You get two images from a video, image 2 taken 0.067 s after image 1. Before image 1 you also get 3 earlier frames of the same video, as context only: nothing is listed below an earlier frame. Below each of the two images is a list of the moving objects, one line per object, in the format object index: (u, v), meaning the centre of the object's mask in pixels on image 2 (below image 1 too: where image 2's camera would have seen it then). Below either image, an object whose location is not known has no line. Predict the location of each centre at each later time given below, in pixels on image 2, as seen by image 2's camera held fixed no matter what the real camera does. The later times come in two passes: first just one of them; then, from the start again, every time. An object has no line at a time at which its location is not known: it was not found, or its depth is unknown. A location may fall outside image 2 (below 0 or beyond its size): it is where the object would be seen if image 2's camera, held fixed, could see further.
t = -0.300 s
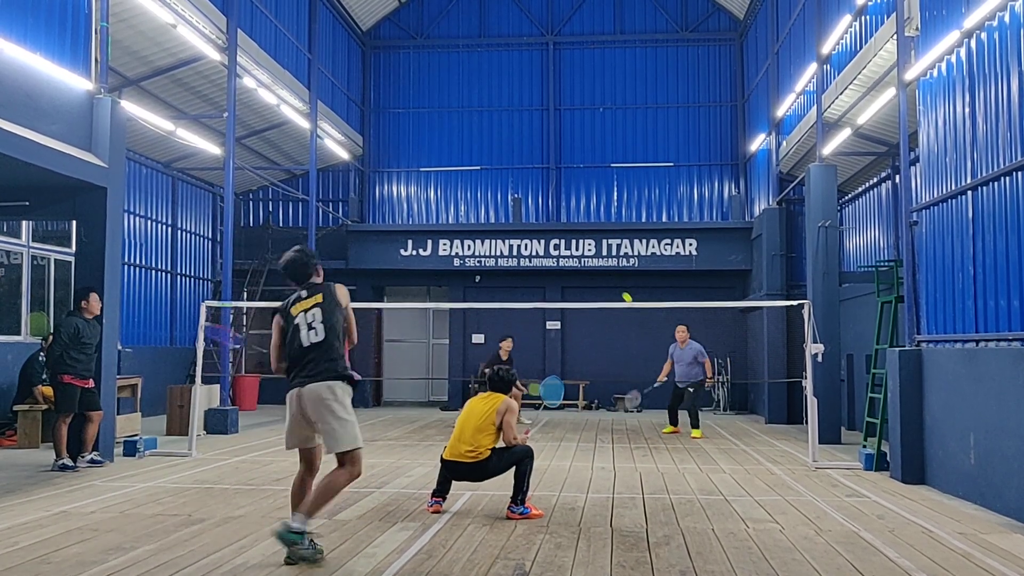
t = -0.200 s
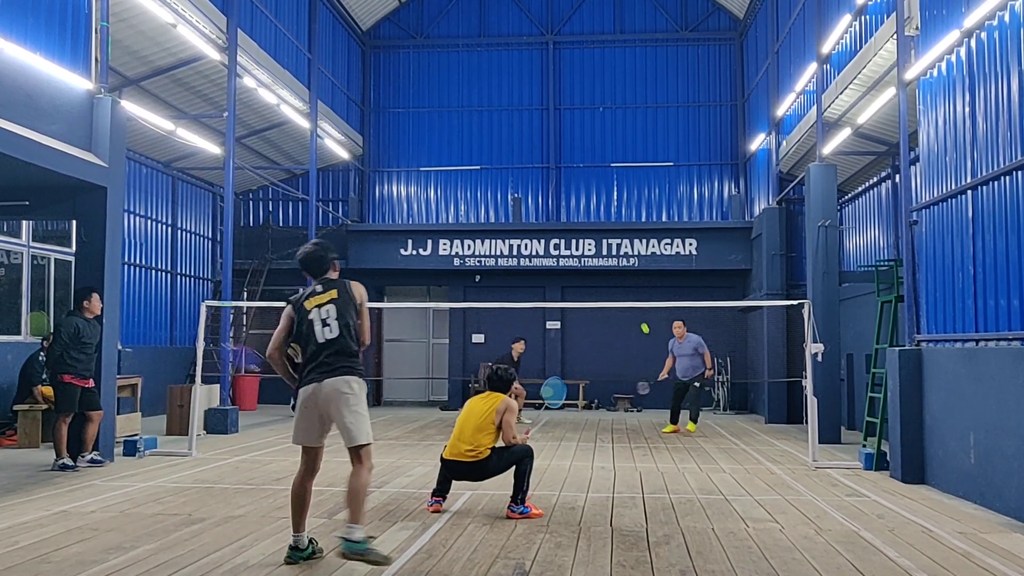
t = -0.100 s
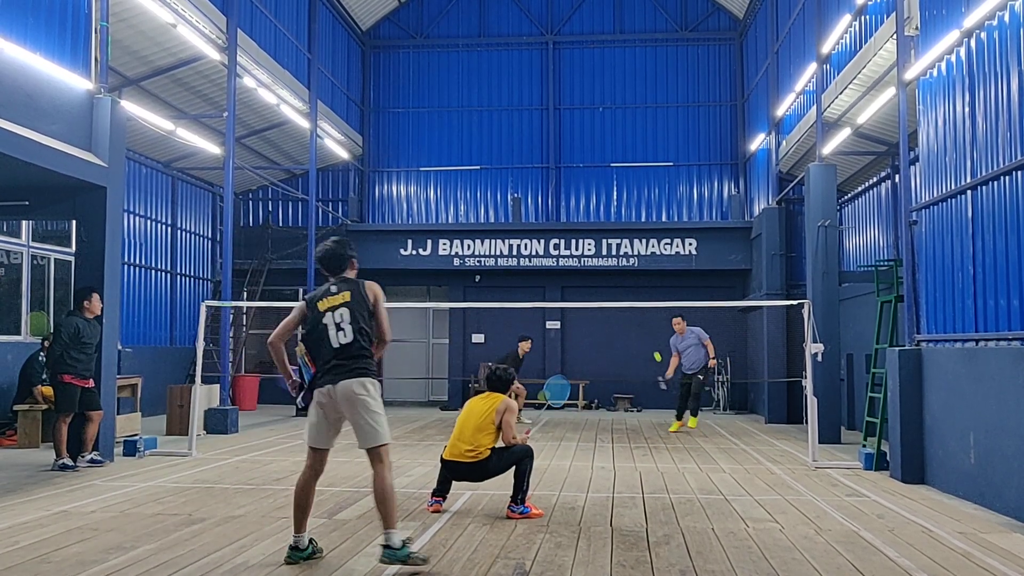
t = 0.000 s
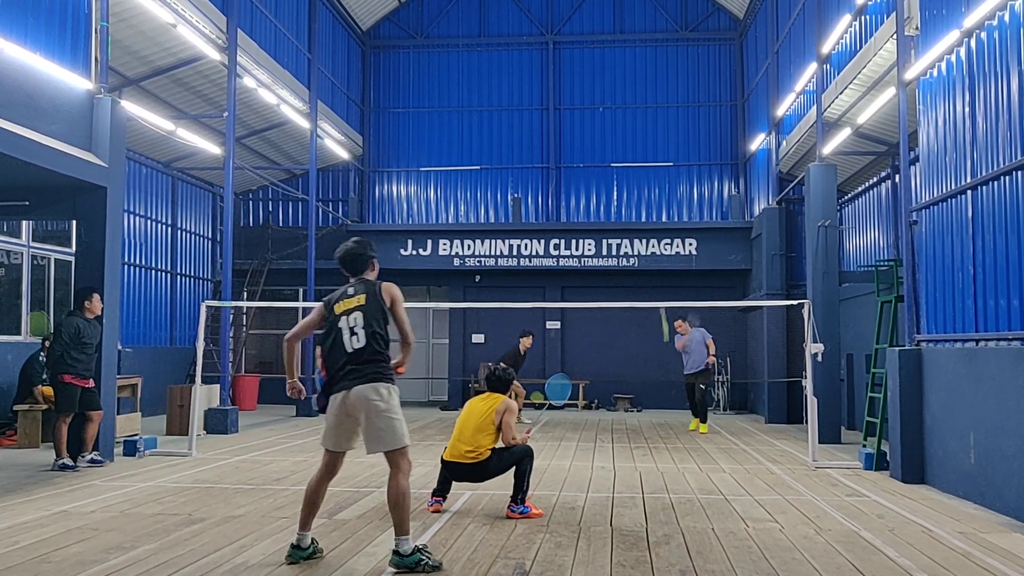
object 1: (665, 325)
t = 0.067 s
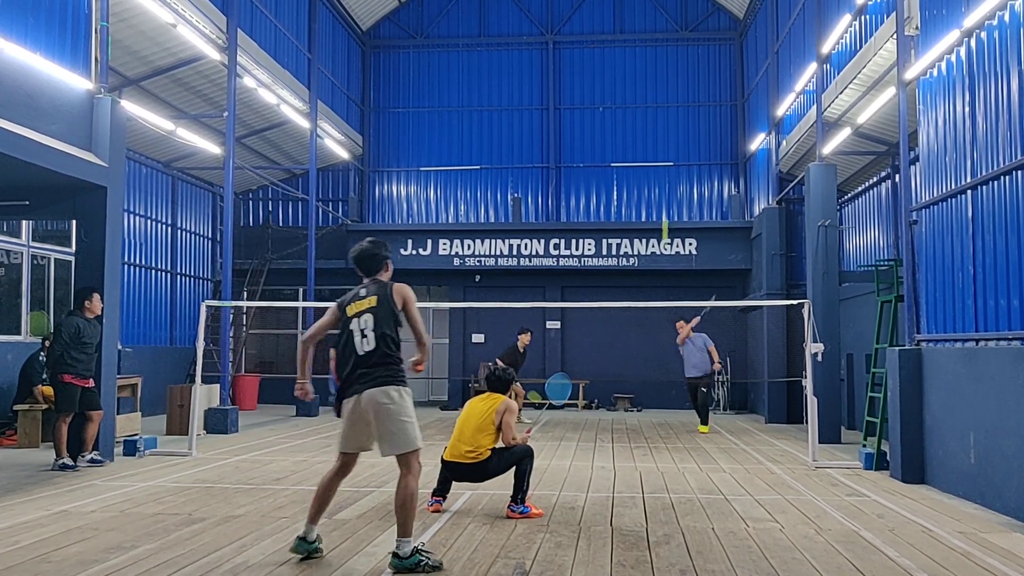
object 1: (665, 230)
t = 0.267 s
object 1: (668, 22)
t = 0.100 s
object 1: (665, 190)
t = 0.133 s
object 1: (666, 152)
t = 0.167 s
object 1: (667, 116)
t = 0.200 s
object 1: (667, 83)
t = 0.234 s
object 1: (668, 51)
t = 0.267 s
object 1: (668, 22)
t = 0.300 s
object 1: (668, 3)
